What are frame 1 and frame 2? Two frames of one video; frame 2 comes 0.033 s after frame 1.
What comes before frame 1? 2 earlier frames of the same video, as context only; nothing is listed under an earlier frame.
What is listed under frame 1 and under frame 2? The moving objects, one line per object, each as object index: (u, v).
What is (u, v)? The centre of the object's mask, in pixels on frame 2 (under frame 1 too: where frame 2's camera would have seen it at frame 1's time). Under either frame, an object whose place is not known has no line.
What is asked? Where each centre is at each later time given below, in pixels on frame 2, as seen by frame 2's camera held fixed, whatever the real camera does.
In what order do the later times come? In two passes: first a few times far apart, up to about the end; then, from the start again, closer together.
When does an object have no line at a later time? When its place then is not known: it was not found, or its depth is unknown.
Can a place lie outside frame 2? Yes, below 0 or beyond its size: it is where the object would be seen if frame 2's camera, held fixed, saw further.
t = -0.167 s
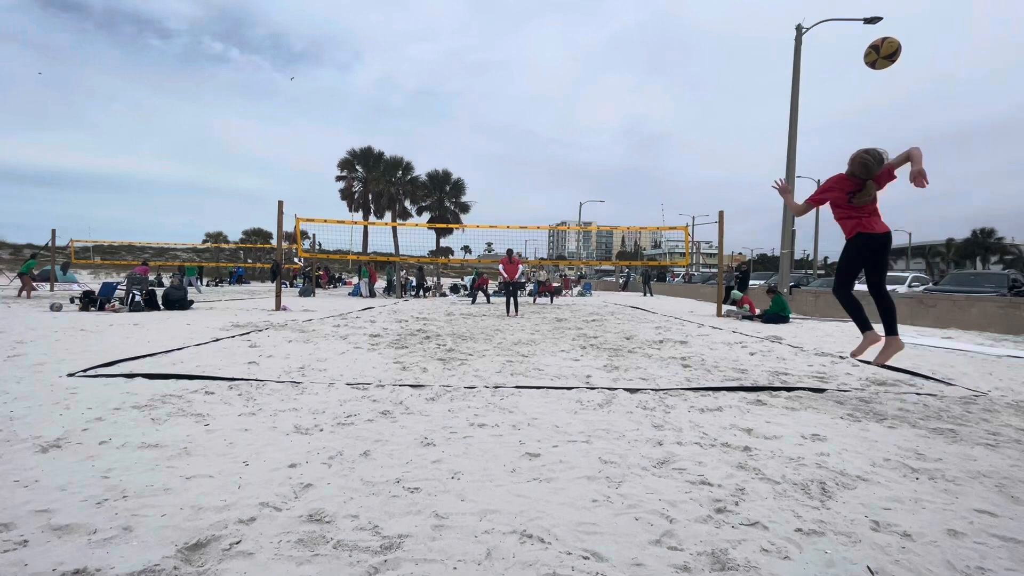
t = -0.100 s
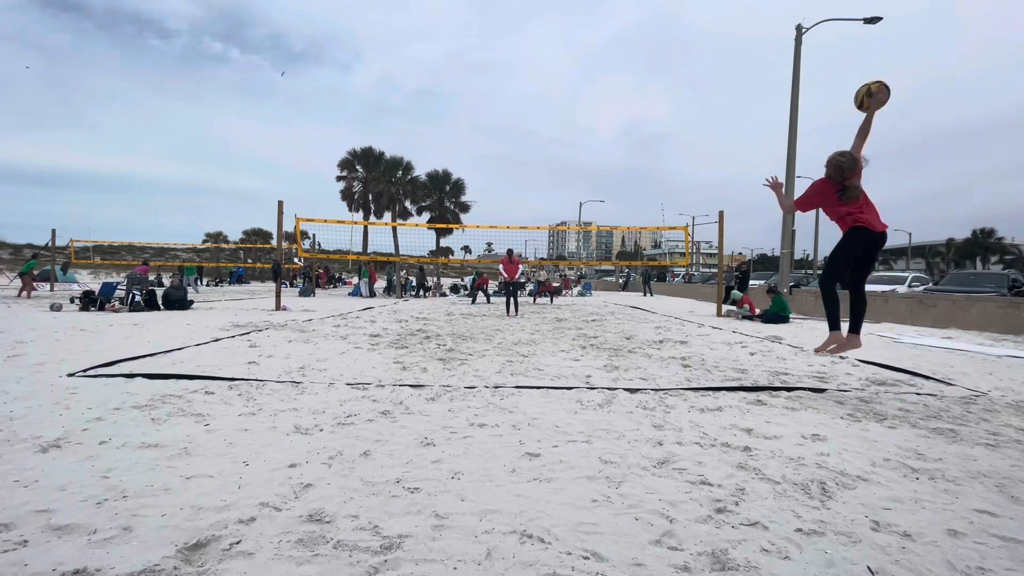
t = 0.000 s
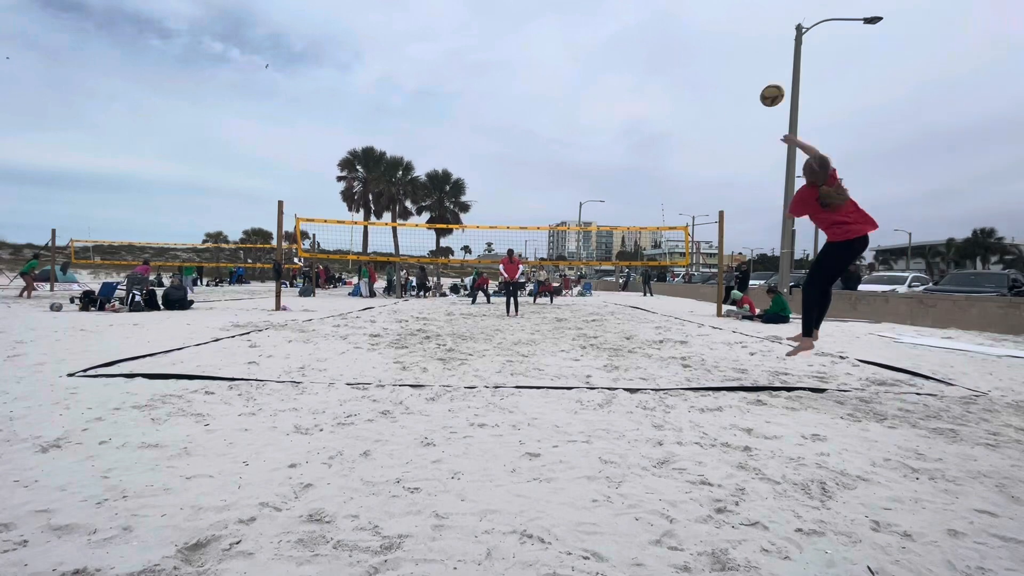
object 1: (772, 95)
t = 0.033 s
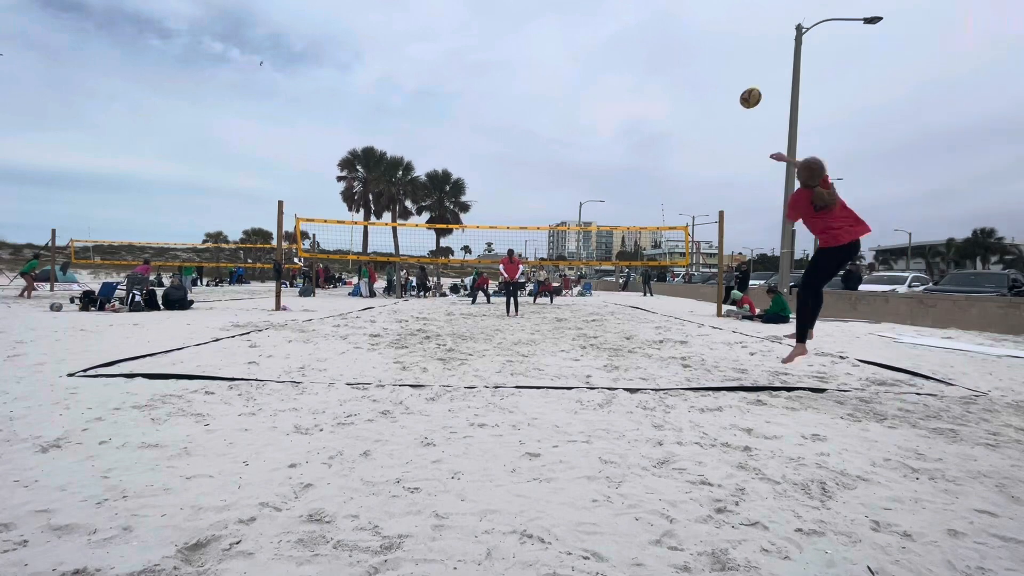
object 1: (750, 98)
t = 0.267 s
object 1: (671, 133)
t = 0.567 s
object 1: (634, 196)
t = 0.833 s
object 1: (620, 259)
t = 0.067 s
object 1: (733, 102)
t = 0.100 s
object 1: (718, 106)
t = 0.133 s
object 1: (706, 111)
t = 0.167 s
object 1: (695, 116)
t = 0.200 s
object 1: (686, 121)
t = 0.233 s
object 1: (678, 127)
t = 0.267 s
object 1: (671, 133)
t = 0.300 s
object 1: (665, 140)
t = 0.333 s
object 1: (659, 146)
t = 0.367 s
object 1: (654, 153)
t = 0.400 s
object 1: (650, 160)
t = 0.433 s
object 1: (646, 167)
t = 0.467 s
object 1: (642, 174)
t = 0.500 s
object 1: (639, 182)
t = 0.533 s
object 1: (636, 189)
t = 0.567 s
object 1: (634, 196)
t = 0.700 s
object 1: (627, 225)
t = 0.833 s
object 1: (620, 259)
